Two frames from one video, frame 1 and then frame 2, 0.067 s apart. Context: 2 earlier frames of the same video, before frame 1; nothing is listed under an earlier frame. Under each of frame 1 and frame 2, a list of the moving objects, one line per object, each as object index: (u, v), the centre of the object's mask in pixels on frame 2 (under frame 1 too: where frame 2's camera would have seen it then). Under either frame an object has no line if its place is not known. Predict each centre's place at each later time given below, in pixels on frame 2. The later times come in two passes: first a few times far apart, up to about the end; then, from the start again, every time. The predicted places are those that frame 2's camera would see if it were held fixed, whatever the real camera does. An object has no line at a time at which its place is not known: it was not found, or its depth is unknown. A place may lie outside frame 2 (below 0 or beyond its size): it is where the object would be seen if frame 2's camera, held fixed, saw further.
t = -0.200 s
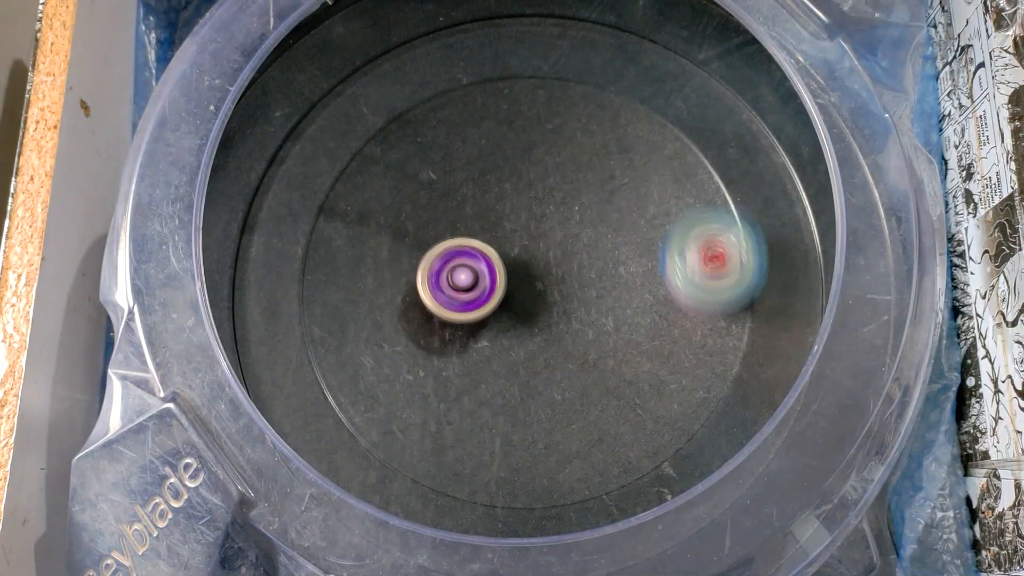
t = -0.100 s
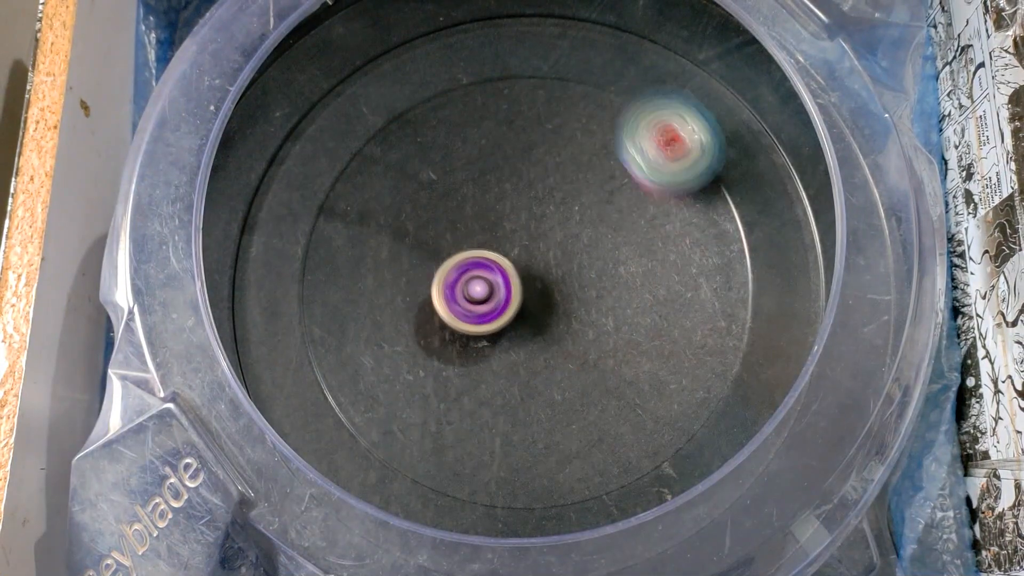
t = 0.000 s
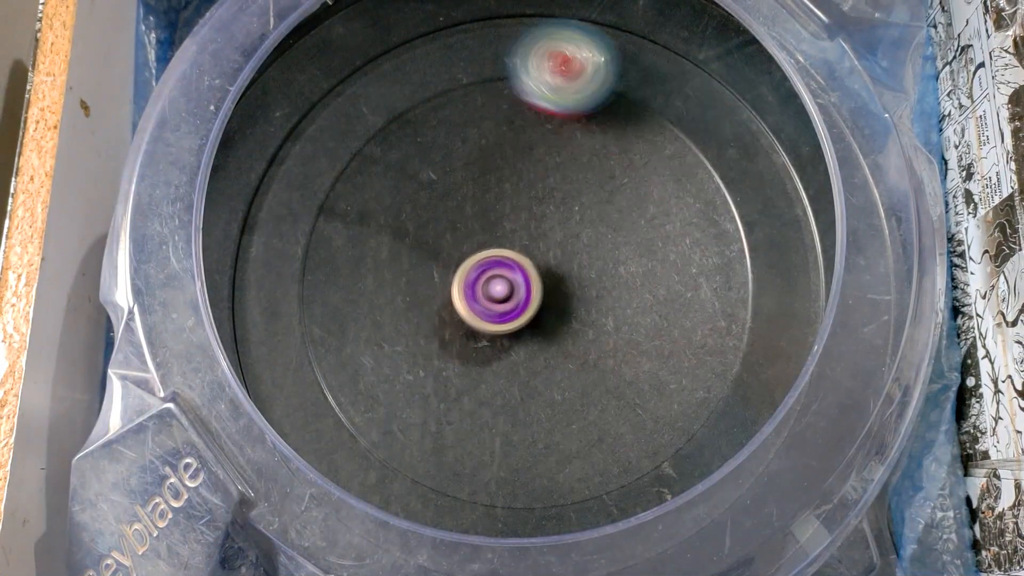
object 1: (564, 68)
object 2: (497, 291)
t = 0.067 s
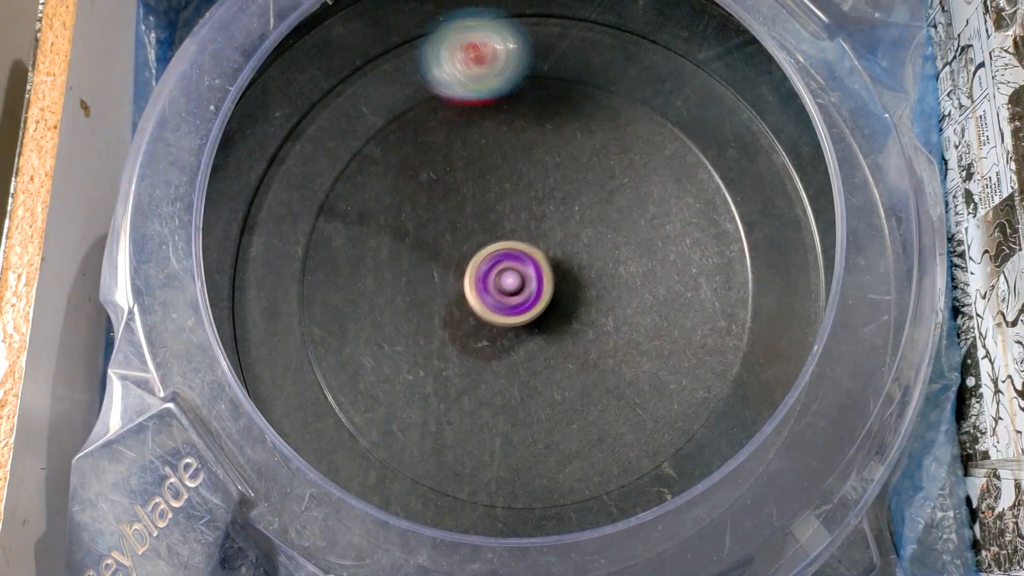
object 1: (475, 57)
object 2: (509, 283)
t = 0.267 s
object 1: (304, 103)
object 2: (519, 251)
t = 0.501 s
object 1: (240, 268)
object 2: (493, 235)
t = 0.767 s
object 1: (291, 404)
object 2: (501, 270)
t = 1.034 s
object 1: (365, 445)
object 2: (545, 262)
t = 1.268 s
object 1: (591, 383)
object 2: (544, 240)
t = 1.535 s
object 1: (594, 116)
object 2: (524, 263)
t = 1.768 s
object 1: (369, 139)
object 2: (547, 284)
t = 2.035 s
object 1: (421, 375)
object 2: (561, 267)
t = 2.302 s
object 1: (671, 295)
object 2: (533, 283)
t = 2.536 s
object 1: (583, 133)
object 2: (541, 303)
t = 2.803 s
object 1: (409, 211)
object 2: (548, 302)
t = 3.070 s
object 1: (475, 379)
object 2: (531, 297)
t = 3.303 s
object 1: (621, 342)
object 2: (512, 301)
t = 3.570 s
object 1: (561, 179)
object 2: (511, 315)
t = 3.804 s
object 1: (405, 255)
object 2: (517, 303)
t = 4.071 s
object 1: (507, 386)
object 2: (494, 284)
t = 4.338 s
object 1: (590, 243)
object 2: (490, 302)
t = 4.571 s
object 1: (447, 211)
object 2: (511, 283)
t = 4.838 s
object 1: (422, 311)
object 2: (500, 259)
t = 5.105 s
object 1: (560, 314)
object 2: (486, 267)
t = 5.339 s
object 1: (561, 203)
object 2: (497, 279)
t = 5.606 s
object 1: (454, 201)
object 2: (535, 285)
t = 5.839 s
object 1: (471, 312)
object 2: (567, 252)
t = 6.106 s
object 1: (585, 292)
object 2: (525, 227)
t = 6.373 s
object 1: (561, 223)
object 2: (488, 285)
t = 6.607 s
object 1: (514, 239)
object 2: (526, 337)
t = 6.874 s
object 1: (495, 272)
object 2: (585, 305)
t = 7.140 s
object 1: (478, 299)
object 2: (546, 245)
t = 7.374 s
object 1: (470, 335)
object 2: (487, 254)
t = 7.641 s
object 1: (504, 380)
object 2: (473, 299)
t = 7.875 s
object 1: (549, 375)
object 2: (492, 289)
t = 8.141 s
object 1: (573, 305)
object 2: (466, 247)
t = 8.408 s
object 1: (744, 344)
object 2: (281, 165)
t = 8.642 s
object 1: (805, 311)
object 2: (245, 122)
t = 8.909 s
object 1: (787, 184)
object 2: (269, 74)
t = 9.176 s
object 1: (665, 132)
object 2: (324, 42)
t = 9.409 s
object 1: (455, 177)
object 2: (374, 30)
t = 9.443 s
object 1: (431, 195)
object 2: (382, 30)
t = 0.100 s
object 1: (435, 60)
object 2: (513, 279)
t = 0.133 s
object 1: (400, 66)
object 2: (516, 273)
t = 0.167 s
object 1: (372, 73)
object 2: (518, 268)
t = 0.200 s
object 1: (347, 82)
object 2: (519, 262)
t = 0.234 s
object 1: (325, 91)
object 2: (519, 257)
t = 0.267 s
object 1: (304, 103)
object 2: (519, 251)
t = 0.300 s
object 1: (286, 116)
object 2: (517, 246)
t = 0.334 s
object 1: (271, 135)
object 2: (514, 242)
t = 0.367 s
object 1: (260, 159)
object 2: (511, 238)
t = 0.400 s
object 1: (251, 189)
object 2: (506, 236)
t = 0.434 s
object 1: (245, 219)
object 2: (502, 234)
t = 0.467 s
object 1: (242, 246)
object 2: (497, 234)
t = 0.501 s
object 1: (240, 268)
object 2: (493, 235)
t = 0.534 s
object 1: (241, 291)
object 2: (490, 237)
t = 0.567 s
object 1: (246, 313)
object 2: (487, 241)
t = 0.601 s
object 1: (253, 336)
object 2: (486, 246)
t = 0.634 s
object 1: (260, 354)
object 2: (487, 252)
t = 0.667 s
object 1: (267, 370)
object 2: (489, 257)
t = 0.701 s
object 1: (276, 383)
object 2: (492, 262)
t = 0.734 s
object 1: (283, 395)
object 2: (496, 266)
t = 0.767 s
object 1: (291, 404)
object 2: (501, 270)
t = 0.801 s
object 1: (299, 413)
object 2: (506, 272)
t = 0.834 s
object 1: (298, 430)
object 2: (512, 274)
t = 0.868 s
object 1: (309, 436)
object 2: (519, 274)
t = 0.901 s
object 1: (319, 438)
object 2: (525, 274)
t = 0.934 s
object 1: (336, 437)
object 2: (531, 272)
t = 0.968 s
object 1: (345, 440)
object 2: (536, 269)
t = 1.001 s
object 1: (355, 443)
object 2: (541, 265)
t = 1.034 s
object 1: (365, 445)
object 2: (545, 262)
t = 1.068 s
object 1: (382, 447)
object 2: (547, 258)
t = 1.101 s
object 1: (407, 444)
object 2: (549, 254)
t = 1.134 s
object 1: (437, 439)
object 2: (550, 250)
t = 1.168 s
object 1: (474, 432)
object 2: (550, 247)
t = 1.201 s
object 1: (512, 423)
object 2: (548, 244)
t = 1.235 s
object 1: (552, 407)
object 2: (546, 241)
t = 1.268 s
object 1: (591, 383)
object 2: (544, 240)
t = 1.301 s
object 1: (624, 353)
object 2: (540, 239)
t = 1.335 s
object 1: (647, 317)
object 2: (536, 240)
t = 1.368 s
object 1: (662, 279)
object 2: (532, 243)
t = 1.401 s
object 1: (666, 241)
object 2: (529, 246)
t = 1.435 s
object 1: (660, 204)
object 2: (526, 250)
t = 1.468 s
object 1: (645, 170)
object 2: (524, 254)
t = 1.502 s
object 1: (623, 140)
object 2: (523, 258)
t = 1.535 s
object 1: (594, 116)
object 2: (524, 263)
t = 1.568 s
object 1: (561, 97)
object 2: (525, 267)
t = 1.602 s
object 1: (525, 86)
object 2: (526, 271)
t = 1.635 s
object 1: (488, 82)
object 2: (529, 275)
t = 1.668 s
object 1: (452, 86)
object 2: (532, 278)
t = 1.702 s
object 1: (419, 97)
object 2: (537, 281)
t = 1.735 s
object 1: (392, 115)
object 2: (541, 283)
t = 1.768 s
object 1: (369, 139)
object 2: (547, 284)
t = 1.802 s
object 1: (352, 167)
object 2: (552, 285)
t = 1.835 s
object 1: (342, 197)
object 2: (557, 285)
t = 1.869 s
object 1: (338, 228)
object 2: (561, 283)
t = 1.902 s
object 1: (339, 259)
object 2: (564, 280)
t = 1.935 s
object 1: (350, 290)
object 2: (566, 276)
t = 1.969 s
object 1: (366, 321)
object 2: (565, 273)
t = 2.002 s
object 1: (390, 350)
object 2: (564, 270)
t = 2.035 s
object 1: (421, 375)
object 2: (561, 267)
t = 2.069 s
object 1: (456, 391)
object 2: (557, 266)
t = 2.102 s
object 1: (495, 399)
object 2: (552, 266)
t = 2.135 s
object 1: (536, 399)
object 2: (547, 266)
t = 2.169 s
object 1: (574, 391)
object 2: (543, 267)
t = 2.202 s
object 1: (608, 376)
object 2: (539, 270)
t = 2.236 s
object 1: (635, 354)
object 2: (535, 273)
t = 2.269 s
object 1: (657, 326)
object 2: (534, 278)
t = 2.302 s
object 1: (671, 295)
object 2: (533, 283)
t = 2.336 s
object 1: (677, 261)
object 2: (534, 287)
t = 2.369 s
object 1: (675, 232)
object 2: (534, 291)
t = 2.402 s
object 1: (666, 204)
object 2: (535, 294)
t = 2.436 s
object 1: (652, 180)
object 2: (536, 297)
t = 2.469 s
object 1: (632, 159)
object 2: (537, 299)
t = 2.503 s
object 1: (609, 144)
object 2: (539, 302)
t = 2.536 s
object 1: (583, 133)
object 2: (541, 303)
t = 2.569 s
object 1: (555, 128)
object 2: (542, 304)
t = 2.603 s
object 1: (527, 127)
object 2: (543, 304)
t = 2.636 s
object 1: (500, 132)
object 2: (544, 304)
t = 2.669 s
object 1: (475, 141)
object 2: (545, 305)
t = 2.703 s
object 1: (454, 154)
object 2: (546, 304)
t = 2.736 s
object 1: (435, 170)
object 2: (547, 304)
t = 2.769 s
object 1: (420, 189)
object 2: (547, 303)
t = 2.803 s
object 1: (409, 211)
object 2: (548, 302)
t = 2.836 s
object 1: (401, 234)
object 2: (547, 301)
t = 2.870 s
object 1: (399, 257)
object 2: (546, 301)
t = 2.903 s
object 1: (401, 282)
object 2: (544, 300)
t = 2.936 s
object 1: (407, 306)
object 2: (542, 300)
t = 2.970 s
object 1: (418, 328)
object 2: (539, 299)
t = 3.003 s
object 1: (433, 349)
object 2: (537, 298)
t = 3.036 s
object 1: (453, 366)
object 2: (534, 298)
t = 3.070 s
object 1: (475, 379)
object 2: (531, 297)
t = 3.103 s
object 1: (498, 386)
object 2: (528, 297)
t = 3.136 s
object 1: (521, 388)
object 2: (526, 297)
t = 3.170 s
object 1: (543, 387)
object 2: (523, 297)
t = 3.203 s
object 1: (565, 380)
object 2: (520, 298)
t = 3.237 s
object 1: (586, 371)
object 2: (517, 299)
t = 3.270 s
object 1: (605, 359)
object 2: (515, 300)
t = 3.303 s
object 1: (621, 342)
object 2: (512, 301)
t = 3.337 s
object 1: (632, 321)
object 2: (511, 303)
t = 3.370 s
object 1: (639, 299)
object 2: (509, 306)
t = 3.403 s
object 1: (642, 276)
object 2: (509, 308)
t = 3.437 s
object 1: (638, 252)
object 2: (509, 310)
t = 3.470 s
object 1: (628, 229)
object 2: (508, 312)
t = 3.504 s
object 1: (611, 207)
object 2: (509, 313)
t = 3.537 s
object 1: (589, 191)
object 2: (510, 314)
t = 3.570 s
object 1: (561, 179)
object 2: (511, 315)
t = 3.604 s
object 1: (533, 176)
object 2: (512, 314)
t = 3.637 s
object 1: (503, 178)
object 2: (513, 314)
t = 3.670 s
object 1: (474, 186)
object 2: (515, 313)
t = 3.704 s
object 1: (450, 198)
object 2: (516, 312)
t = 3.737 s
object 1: (430, 215)
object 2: (517, 309)
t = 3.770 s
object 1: (414, 234)
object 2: (518, 306)
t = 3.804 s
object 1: (405, 255)
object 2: (517, 303)
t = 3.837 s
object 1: (399, 276)
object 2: (516, 300)
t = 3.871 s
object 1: (399, 297)
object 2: (515, 295)
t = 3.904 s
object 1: (404, 320)
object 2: (513, 292)
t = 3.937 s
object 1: (415, 340)
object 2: (510, 289)
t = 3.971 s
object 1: (433, 359)
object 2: (506, 286)
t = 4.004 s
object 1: (455, 373)
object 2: (502, 285)
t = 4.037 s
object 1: (481, 383)
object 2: (498, 284)
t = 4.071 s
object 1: (507, 386)
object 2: (494, 284)
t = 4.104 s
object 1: (535, 384)
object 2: (490, 285)
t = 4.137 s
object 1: (558, 375)
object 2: (487, 287)
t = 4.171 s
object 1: (578, 361)
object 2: (485, 289)
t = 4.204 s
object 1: (593, 343)
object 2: (484, 292)
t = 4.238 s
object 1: (601, 321)
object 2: (484, 295)
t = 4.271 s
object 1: (604, 296)
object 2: (485, 298)
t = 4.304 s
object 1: (600, 269)
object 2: (487, 301)
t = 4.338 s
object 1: (590, 243)
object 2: (490, 302)
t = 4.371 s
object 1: (573, 221)
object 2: (494, 302)
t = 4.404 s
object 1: (553, 207)
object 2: (499, 300)
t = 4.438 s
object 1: (530, 199)
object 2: (502, 298)
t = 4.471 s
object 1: (505, 197)
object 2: (506, 293)
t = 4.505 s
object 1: (482, 199)
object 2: (508, 289)
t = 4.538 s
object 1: (463, 203)
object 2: (510, 287)
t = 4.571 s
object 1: (447, 211)
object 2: (511, 283)
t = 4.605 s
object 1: (435, 223)
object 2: (511, 278)
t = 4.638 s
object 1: (424, 231)
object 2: (513, 276)
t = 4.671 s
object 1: (416, 242)
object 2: (514, 274)
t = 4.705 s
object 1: (411, 256)
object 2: (513, 270)
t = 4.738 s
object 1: (409, 269)
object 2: (511, 266)
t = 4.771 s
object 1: (410, 283)
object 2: (508, 263)
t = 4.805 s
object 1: (414, 297)
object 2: (504, 260)
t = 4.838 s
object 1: (422, 311)
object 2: (500, 259)
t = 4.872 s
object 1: (433, 324)
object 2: (497, 258)
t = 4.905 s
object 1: (448, 334)
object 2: (493, 258)
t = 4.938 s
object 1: (468, 341)
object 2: (490, 259)
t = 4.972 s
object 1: (488, 343)
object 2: (487, 261)
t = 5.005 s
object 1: (508, 344)
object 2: (486, 261)
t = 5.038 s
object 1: (528, 339)
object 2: (485, 262)
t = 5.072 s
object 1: (547, 328)
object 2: (485, 264)
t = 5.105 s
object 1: (560, 314)
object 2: (486, 267)
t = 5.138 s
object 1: (571, 299)
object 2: (486, 269)
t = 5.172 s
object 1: (577, 281)
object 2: (487, 271)
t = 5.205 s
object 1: (583, 264)
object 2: (486, 273)
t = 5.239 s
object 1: (586, 248)
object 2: (487, 274)
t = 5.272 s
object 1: (584, 232)
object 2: (489, 275)
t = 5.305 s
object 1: (575, 216)
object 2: (492, 277)
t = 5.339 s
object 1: (561, 203)
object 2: (497, 279)
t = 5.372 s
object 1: (546, 195)
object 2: (502, 280)
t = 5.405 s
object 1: (531, 189)
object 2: (507, 279)
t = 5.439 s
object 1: (520, 178)
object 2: (509, 287)
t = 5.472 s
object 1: (508, 173)
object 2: (512, 291)
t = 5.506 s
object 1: (494, 175)
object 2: (517, 292)
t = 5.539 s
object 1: (479, 180)
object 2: (524, 291)
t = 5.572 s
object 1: (464, 188)
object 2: (530, 289)
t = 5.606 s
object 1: (454, 201)
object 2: (535, 285)
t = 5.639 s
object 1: (448, 217)
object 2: (539, 281)
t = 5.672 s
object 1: (447, 235)
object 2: (543, 276)
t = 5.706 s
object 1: (450, 254)
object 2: (546, 271)
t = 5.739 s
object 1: (455, 272)
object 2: (550, 266)
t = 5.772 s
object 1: (454, 286)
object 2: (560, 262)
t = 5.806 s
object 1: (459, 299)
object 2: (566, 258)
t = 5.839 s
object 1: (471, 312)
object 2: (567, 252)
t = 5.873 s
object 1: (486, 322)
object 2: (566, 245)
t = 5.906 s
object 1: (501, 326)
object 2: (564, 239)
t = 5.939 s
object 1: (520, 327)
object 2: (560, 233)
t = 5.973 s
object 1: (539, 327)
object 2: (554, 229)
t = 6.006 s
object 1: (554, 322)
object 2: (548, 225)
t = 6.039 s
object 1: (567, 315)
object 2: (540, 224)
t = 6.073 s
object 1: (576, 305)
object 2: (532, 225)
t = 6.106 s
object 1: (585, 292)
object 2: (525, 227)
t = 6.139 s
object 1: (591, 277)
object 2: (517, 232)
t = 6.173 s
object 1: (594, 265)
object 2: (509, 236)
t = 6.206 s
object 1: (596, 255)
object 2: (502, 241)
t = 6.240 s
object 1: (592, 247)
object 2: (497, 248)
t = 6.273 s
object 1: (586, 238)
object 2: (494, 257)
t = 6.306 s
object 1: (578, 231)
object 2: (493, 266)
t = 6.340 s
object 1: (570, 225)
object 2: (489, 276)
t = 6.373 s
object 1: (561, 223)
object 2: (488, 285)
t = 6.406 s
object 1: (550, 223)
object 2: (489, 295)
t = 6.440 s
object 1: (540, 224)
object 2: (493, 303)
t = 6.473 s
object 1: (534, 223)
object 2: (496, 315)
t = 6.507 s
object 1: (529, 225)
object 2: (500, 325)
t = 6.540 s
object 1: (524, 229)
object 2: (508, 331)
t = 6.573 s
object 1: (519, 233)
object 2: (517, 335)
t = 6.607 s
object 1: (514, 239)
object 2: (526, 337)
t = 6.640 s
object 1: (510, 246)
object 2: (536, 338)
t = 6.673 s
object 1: (507, 252)
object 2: (546, 336)
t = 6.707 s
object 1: (502, 253)
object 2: (556, 337)
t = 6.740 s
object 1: (498, 255)
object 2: (565, 335)
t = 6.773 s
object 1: (495, 258)
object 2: (572, 330)
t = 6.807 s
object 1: (495, 262)
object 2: (578, 322)
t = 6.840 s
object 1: (494, 266)
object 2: (582, 314)
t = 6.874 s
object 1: (495, 272)
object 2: (585, 305)
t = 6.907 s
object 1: (496, 276)
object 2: (586, 295)
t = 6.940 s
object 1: (494, 279)
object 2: (586, 284)
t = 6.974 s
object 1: (492, 282)
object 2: (583, 274)
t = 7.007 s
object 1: (488, 284)
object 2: (578, 266)
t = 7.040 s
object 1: (485, 288)
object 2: (571, 259)
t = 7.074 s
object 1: (483, 292)
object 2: (562, 254)
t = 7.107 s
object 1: (479, 295)
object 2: (555, 248)
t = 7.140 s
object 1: (478, 299)
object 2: (546, 245)
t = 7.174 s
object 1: (475, 303)
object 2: (537, 243)
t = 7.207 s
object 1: (469, 310)
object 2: (529, 240)
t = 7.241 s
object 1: (466, 317)
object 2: (520, 241)
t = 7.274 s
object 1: (465, 322)
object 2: (510, 243)
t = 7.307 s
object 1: (467, 326)
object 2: (501, 246)
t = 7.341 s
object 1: (470, 329)
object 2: (493, 251)
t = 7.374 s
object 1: (470, 335)
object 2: (487, 254)
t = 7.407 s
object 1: (472, 340)
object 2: (482, 259)
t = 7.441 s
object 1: (474, 346)
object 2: (477, 265)
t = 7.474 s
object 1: (477, 353)
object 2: (473, 271)
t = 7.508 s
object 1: (482, 359)
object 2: (469, 279)
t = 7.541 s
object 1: (485, 365)
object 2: (468, 285)
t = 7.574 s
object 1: (491, 372)
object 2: (469, 292)
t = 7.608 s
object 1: (497, 374)
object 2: (470, 298)
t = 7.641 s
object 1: (504, 380)
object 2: (473, 299)
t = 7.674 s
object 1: (508, 383)
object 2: (476, 300)
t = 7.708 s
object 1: (515, 383)
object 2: (479, 304)
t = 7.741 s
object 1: (521, 381)
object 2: (482, 308)
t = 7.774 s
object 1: (528, 380)
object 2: (485, 307)
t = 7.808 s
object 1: (534, 378)
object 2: (489, 305)
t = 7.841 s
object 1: (540, 373)
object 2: (493, 304)
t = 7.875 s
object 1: (549, 375)
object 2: (492, 289)
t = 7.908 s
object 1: (557, 379)
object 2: (491, 272)
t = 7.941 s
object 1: (563, 376)
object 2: (489, 262)
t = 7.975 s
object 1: (569, 368)
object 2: (486, 255)
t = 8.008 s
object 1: (574, 358)
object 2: (482, 252)
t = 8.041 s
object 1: (577, 346)
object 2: (478, 249)
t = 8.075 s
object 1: (578, 332)
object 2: (474, 248)
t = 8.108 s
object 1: (576, 318)
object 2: (470, 247)
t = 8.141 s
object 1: (573, 305)
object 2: (466, 247)
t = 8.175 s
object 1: (568, 292)
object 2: (463, 247)
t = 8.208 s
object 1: (561, 279)
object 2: (460, 249)
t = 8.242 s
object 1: (553, 268)
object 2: (458, 251)
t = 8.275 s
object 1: (558, 268)
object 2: (442, 245)
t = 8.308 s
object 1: (615, 290)
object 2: (389, 218)
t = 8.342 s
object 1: (662, 312)
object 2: (344, 194)
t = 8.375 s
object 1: (707, 330)
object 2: (310, 177)
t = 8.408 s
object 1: (744, 344)
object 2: (281, 165)
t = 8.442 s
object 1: (763, 350)
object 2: (266, 155)
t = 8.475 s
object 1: (791, 360)
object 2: (262, 153)
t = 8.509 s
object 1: (811, 363)
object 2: (260, 152)
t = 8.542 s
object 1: (825, 357)
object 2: (258, 149)
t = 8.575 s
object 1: (816, 343)
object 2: (256, 142)
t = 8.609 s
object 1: (808, 325)
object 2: (255, 134)
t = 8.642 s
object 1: (805, 311)
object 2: (245, 122)
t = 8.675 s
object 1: (805, 299)
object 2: (241, 112)
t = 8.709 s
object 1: (808, 288)
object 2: (242, 105)
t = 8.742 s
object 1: (814, 281)
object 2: (247, 101)
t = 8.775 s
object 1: (820, 268)
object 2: (250, 95)
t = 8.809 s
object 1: (816, 250)
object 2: (254, 90)
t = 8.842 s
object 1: (811, 230)
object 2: (259, 84)
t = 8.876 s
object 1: (796, 207)
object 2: (264, 79)
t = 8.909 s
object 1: (787, 184)
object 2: (269, 74)
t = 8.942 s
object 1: (778, 166)
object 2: (275, 69)
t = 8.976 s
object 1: (768, 155)
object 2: (282, 64)
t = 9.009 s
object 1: (755, 149)
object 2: (287, 59)
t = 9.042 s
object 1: (741, 143)
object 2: (300, 59)
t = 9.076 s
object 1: (729, 140)
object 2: (306, 54)
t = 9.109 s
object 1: (710, 136)
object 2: (312, 50)
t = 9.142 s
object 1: (690, 134)
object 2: (318, 46)
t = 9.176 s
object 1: (665, 132)
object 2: (324, 42)
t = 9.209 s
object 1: (636, 130)
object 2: (331, 39)
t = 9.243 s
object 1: (603, 130)
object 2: (337, 36)
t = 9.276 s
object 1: (571, 132)
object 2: (343, 34)
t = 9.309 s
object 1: (540, 139)
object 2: (350, 33)
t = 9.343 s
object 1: (509, 149)
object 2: (357, 32)
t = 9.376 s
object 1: (480, 162)
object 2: (366, 31)
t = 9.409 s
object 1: (455, 177)
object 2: (374, 30)
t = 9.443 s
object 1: (431, 195)
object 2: (382, 30)
